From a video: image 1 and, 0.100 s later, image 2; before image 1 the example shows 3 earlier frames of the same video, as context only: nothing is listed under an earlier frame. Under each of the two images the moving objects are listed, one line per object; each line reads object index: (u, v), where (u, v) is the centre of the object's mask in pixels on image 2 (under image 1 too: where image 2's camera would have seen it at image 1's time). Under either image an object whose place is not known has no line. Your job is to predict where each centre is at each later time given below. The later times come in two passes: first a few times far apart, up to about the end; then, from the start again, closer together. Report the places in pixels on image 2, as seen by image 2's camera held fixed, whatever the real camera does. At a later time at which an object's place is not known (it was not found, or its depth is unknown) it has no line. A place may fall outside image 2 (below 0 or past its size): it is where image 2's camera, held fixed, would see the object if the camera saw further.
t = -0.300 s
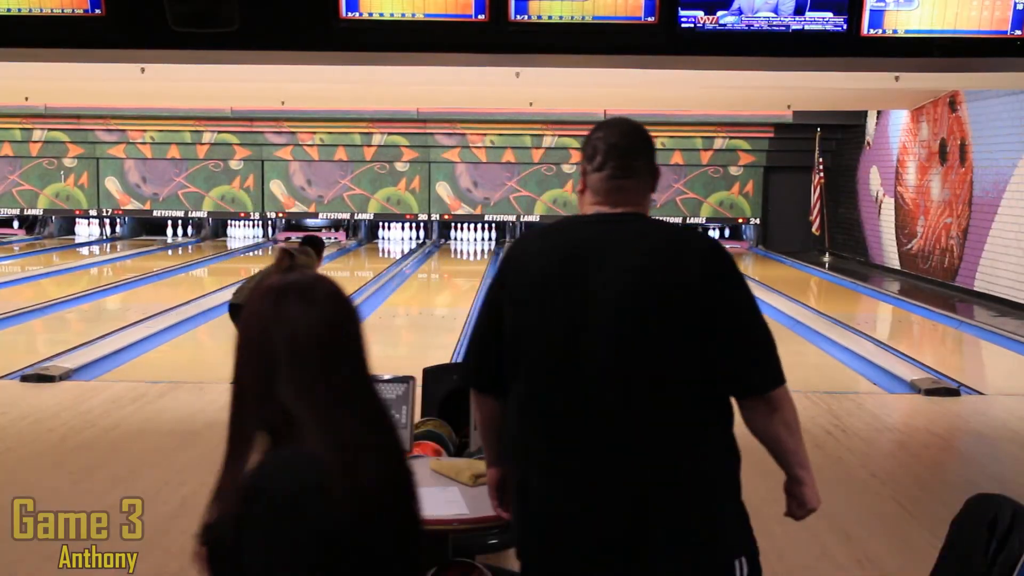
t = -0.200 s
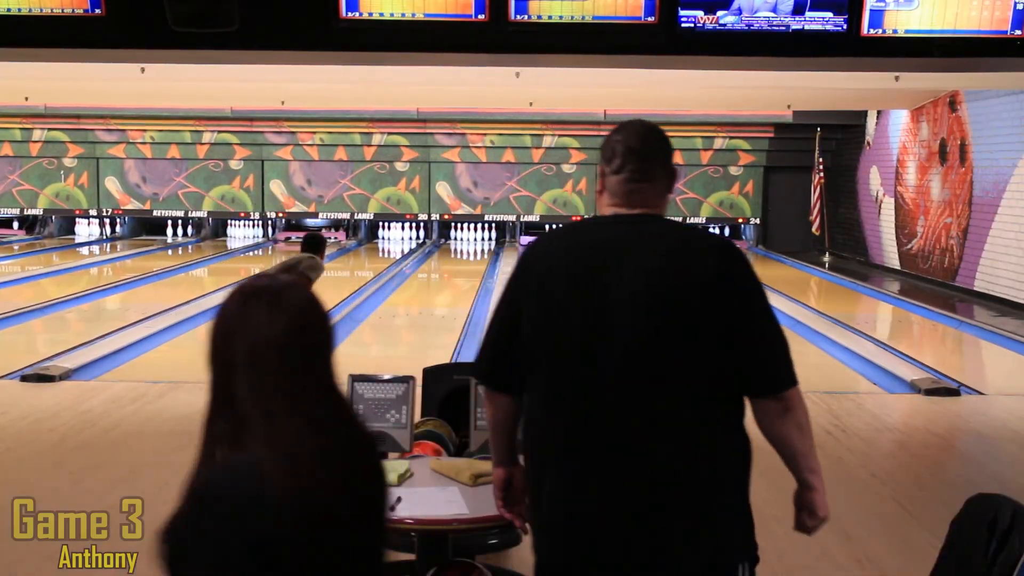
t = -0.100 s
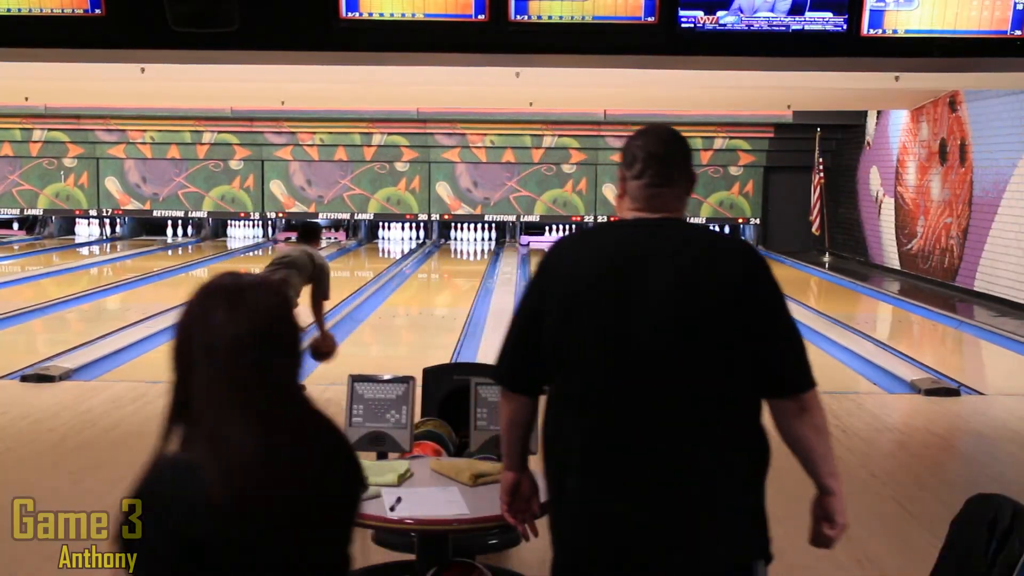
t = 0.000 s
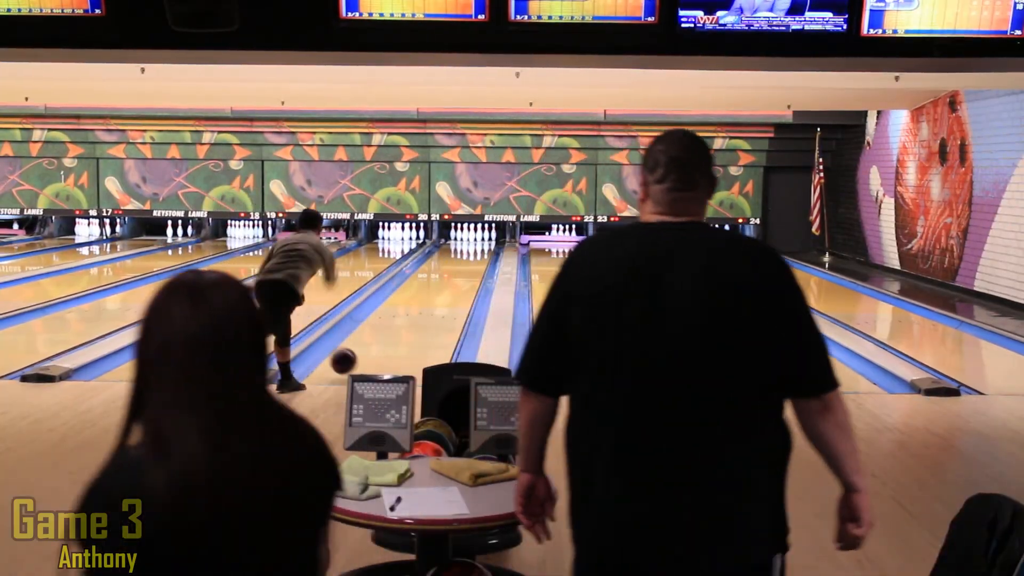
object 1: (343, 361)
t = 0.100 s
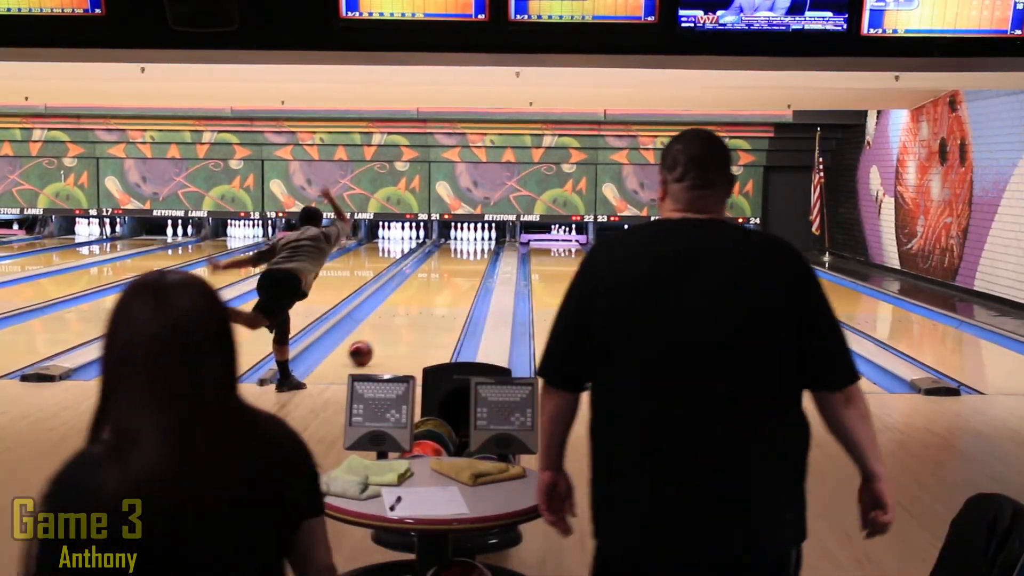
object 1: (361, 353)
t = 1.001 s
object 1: (448, 284)
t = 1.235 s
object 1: (460, 275)
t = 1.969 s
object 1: (482, 252)
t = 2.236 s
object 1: (482, 247)
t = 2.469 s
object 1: (480, 243)
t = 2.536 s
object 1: (479, 241)
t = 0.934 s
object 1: (444, 288)
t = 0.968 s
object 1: (446, 286)
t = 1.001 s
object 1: (448, 284)
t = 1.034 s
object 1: (450, 283)
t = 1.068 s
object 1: (451, 281)
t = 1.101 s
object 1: (453, 280)
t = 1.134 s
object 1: (455, 278)
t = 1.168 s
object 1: (457, 277)
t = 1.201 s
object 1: (459, 276)
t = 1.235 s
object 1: (460, 275)
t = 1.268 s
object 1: (461, 273)
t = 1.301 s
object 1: (463, 272)
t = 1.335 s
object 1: (464, 271)
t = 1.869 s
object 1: (480, 255)
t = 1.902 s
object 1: (481, 254)
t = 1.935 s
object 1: (481, 253)
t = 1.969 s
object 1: (482, 252)
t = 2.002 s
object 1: (482, 252)
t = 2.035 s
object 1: (482, 251)
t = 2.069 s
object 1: (483, 250)
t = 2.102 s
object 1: (483, 250)
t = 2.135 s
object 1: (483, 249)
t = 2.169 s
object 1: (482, 248)
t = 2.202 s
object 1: (482, 247)
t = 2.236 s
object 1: (482, 247)
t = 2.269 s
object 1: (482, 246)
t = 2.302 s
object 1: (481, 246)
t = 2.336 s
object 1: (481, 245)
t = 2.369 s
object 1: (481, 244)
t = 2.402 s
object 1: (480, 244)
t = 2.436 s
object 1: (480, 244)
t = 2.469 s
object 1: (480, 243)
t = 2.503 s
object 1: (479, 242)
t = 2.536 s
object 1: (479, 241)
